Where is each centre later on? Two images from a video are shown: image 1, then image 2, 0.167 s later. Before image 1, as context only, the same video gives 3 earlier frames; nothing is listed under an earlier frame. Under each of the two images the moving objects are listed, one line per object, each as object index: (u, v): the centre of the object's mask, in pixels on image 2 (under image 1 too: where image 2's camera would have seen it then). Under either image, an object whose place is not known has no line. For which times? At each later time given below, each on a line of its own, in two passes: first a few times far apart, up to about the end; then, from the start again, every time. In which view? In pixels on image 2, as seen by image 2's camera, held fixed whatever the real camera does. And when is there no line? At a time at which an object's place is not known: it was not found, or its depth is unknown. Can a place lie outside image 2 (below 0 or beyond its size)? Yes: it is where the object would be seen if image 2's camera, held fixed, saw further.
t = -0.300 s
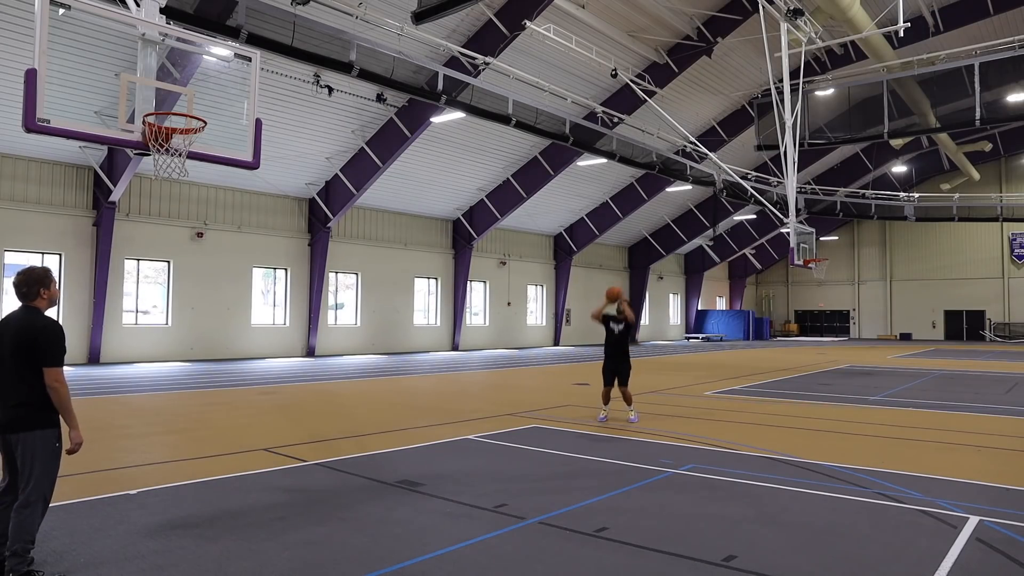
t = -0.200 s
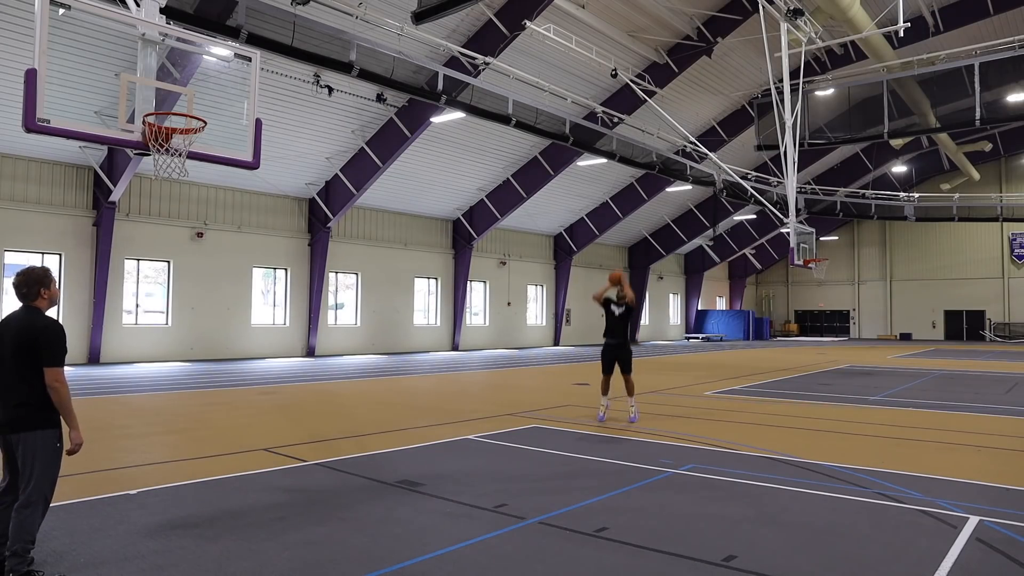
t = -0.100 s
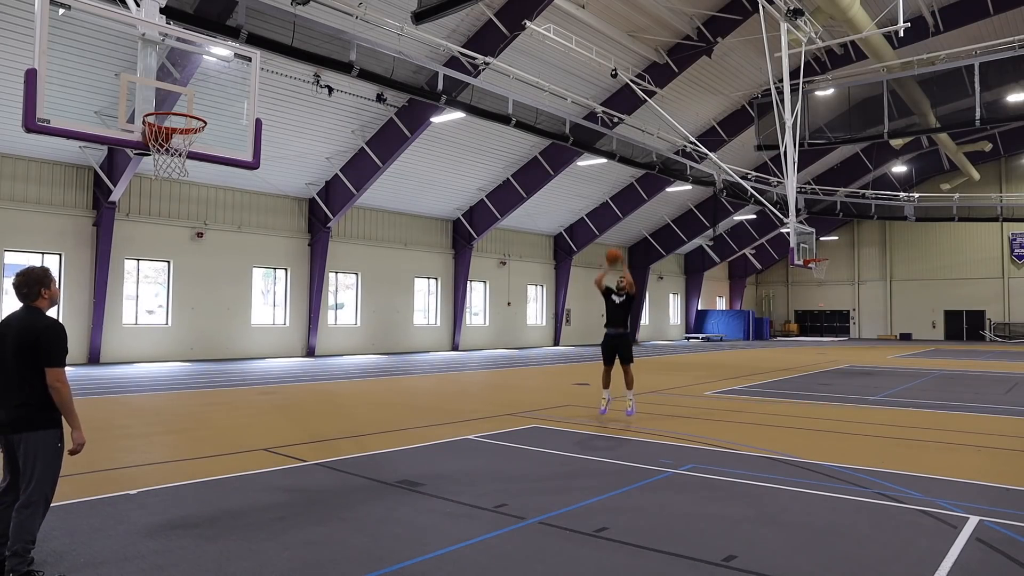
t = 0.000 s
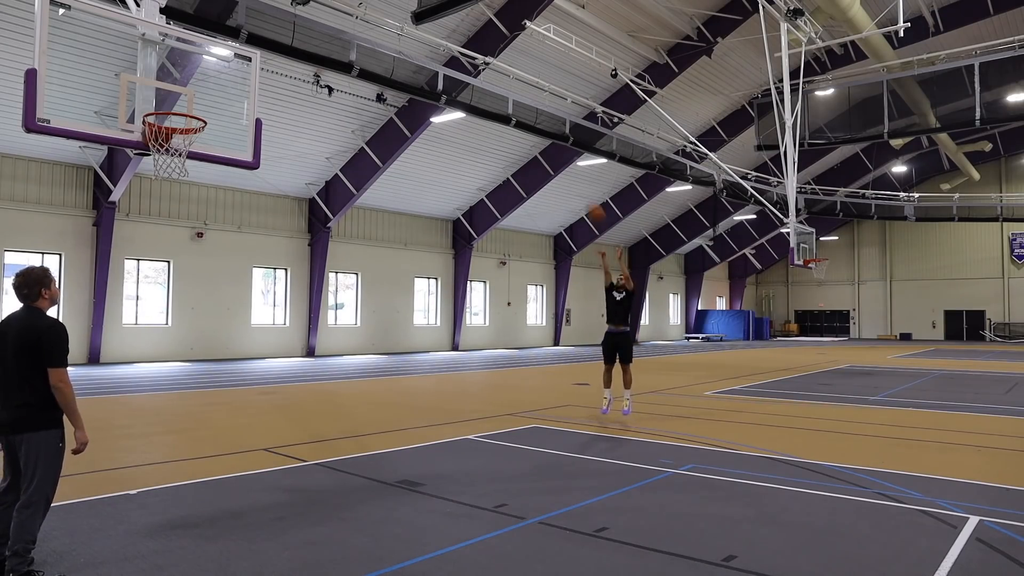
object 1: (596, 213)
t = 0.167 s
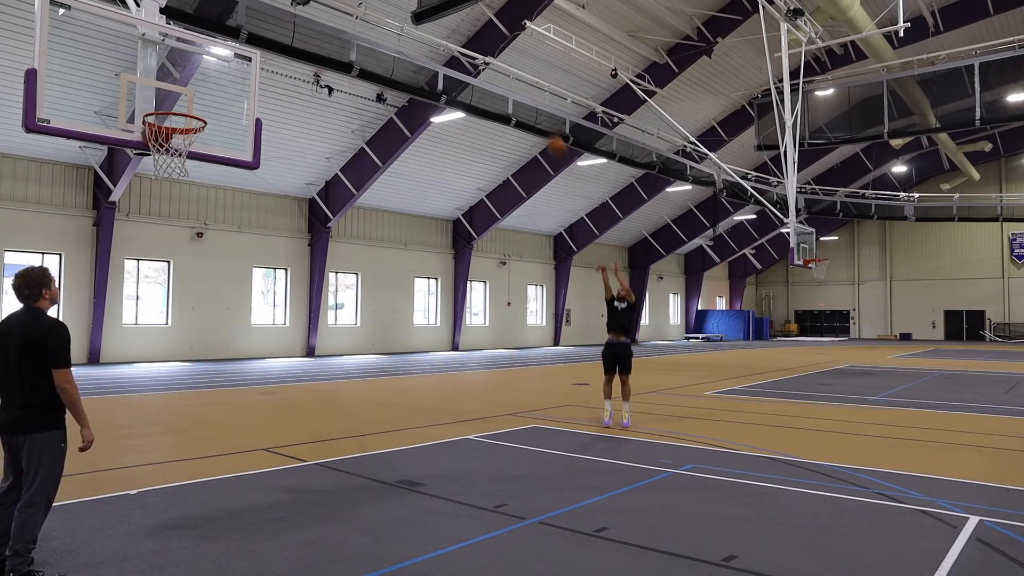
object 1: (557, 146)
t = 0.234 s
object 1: (539, 121)
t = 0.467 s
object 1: (474, 60)
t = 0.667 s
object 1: (404, 32)
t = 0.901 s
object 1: (304, 43)
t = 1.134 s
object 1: (171, 123)
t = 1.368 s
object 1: (132, 165)
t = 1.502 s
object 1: (124, 209)
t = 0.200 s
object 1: (548, 133)
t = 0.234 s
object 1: (539, 121)
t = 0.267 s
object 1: (531, 112)
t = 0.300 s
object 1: (522, 101)
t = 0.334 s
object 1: (512, 92)
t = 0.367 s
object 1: (503, 83)
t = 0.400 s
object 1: (493, 74)
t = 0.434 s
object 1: (483, 67)
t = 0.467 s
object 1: (474, 60)
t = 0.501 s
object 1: (463, 53)
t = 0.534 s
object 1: (451, 47)
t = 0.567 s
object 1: (440, 42)
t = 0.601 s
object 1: (429, 37)
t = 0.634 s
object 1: (416, 34)
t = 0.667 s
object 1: (404, 32)
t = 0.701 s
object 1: (391, 31)
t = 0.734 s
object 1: (377, 30)
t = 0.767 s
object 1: (363, 30)
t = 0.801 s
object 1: (349, 31)
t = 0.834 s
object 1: (335, 34)
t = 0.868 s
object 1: (320, 37)
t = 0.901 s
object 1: (304, 43)
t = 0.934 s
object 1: (286, 49)
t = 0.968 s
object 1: (272, 55)
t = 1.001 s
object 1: (251, 66)
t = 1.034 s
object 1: (233, 78)
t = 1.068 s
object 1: (214, 90)
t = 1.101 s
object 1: (194, 102)
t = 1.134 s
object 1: (171, 123)
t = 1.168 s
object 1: (150, 137)
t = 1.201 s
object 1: (147, 143)
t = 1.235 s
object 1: (139, 146)
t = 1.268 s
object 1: (138, 149)
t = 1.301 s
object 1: (137, 152)
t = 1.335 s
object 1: (135, 158)
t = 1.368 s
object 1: (132, 165)
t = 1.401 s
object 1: (130, 173)
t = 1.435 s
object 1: (128, 184)
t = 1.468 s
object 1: (126, 196)
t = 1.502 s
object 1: (124, 209)
